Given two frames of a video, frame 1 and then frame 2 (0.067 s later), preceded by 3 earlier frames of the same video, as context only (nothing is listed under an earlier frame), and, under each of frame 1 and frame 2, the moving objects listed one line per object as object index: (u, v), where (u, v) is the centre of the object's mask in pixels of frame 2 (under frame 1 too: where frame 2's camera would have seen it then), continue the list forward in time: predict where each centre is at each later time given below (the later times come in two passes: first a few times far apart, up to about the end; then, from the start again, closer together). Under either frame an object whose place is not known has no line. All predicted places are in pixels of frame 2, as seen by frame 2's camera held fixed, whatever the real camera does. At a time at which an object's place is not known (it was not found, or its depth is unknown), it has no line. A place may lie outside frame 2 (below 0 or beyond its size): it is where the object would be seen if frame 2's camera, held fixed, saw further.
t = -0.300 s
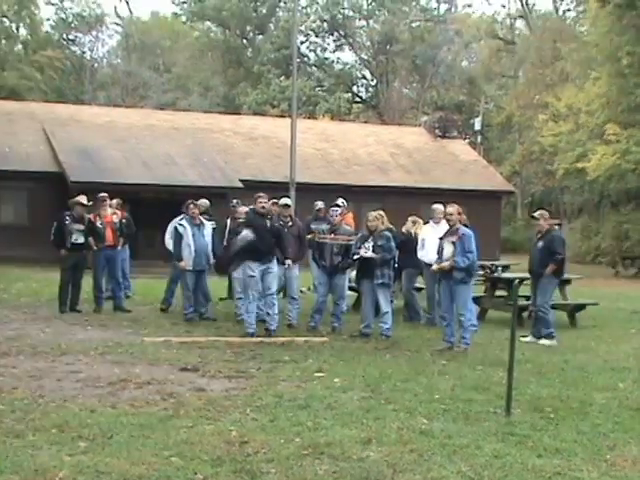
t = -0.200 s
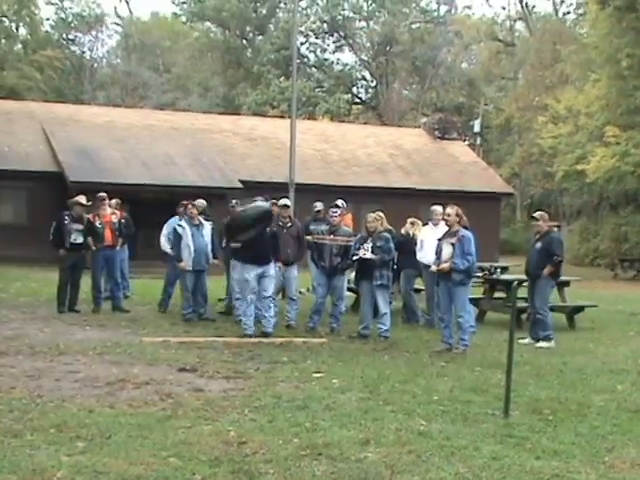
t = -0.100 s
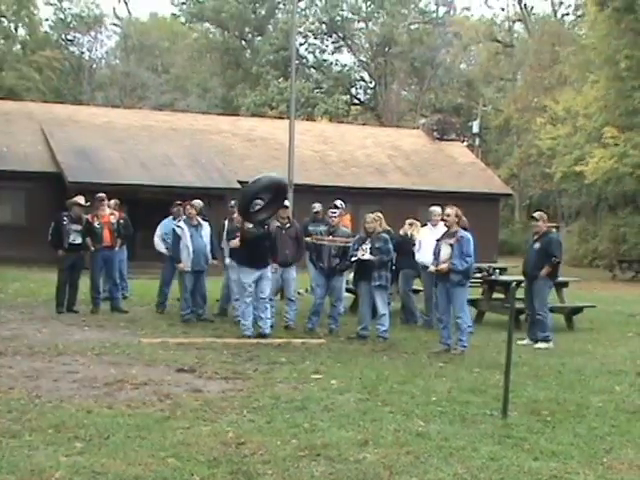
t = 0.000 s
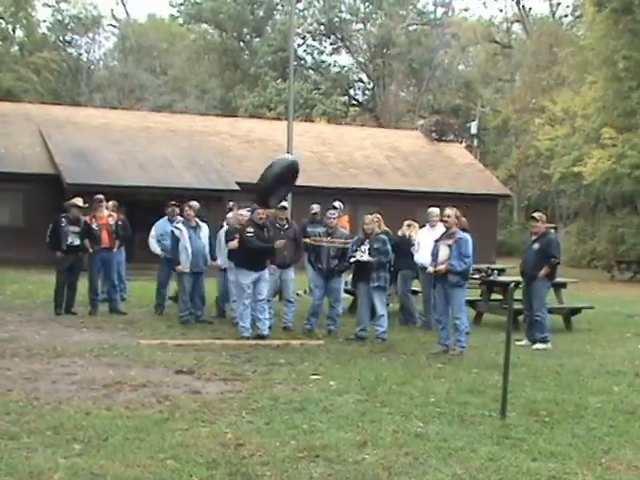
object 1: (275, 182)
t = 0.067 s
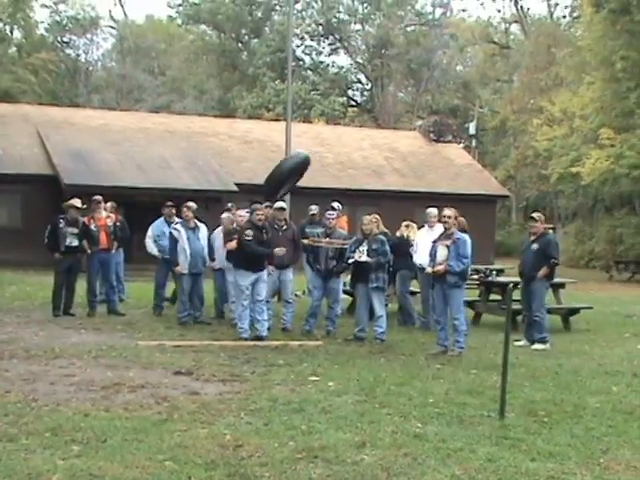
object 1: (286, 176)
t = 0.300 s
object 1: (335, 189)
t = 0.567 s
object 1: (394, 287)
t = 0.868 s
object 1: (480, 384)
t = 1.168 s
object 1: (536, 399)
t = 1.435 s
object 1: (567, 414)
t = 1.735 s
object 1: (583, 422)
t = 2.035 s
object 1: (601, 425)
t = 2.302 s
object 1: (614, 424)
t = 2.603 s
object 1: (622, 434)
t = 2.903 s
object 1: (628, 430)
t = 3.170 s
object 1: (628, 434)
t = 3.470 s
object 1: (626, 437)
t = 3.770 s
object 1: (624, 438)
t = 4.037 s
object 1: (622, 438)
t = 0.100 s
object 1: (291, 173)
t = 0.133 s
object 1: (297, 172)
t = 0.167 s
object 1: (303, 172)
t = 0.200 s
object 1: (309, 172)
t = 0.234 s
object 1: (321, 178)
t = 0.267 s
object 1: (328, 182)
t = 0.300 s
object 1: (335, 189)
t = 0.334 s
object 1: (342, 195)
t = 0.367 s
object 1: (349, 203)
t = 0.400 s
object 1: (355, 213)
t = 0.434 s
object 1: (363, 226)
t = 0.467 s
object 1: (369, 237)
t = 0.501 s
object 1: (376, 251)
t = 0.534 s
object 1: (385, 269)
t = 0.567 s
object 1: (394, 287)
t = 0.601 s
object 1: (404, 308)
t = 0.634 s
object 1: (411, 330)
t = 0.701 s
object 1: (428, 381)
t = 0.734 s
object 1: (439, 390)
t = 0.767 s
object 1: (452, 391)
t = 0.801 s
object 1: (464, 394)
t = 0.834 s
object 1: (473, 390)
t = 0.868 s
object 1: (480, 384)
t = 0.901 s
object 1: (486, 380)
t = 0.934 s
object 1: (492, 377)
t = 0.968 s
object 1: (498, 375)
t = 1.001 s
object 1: (504, 375)
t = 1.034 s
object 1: (510, 376)
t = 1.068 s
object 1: (516, 379)
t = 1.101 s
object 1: (522, 385)
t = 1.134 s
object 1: (529, 390)
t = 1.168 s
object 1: (536, 399)
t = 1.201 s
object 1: (543, 409)
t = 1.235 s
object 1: (549, 419)
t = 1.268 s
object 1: (553, 421)
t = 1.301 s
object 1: (557, 417)
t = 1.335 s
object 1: (560, 414)
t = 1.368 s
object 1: (562, 413)
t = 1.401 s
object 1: (565, 413)
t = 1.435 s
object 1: (567, 414)
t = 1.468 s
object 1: (569, 415)
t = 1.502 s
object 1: (571, 417)
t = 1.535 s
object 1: (574, 420)
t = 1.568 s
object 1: (576, 422)
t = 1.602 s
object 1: (577, 423)
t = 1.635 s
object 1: (578, 424)
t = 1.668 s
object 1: (578, 424)
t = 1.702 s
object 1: (580, 424)
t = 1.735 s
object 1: (583, 422)
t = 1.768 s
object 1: (586, 420)
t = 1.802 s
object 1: (588, 419)
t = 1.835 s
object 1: (590, 418)
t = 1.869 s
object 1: (592, 418)
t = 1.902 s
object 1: (593, 418)
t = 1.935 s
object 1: (595, 418)
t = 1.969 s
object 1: (597, 420)
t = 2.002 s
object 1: (599, 422)
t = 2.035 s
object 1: (601, 425)
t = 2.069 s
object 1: (603, 427)
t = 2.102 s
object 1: (605, 429)
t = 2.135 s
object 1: (605, 432)
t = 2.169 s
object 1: (606, 432)
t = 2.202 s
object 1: (608, 431)
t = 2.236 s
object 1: (611, 427)
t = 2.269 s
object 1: (613, 425)
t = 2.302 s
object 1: (614, 424)
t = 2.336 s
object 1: (616, 423)
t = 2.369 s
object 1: (617, 423)
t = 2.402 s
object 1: (618, 424)
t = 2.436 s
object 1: (619, 426)
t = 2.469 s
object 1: (620, 427)
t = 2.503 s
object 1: (622, 429)
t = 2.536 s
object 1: (622, 431)
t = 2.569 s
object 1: (623, 433)
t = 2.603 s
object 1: (622, 434)
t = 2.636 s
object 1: (624, 433)
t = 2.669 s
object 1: (626, 430)
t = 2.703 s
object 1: (627, 429)
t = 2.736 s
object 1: (628, 428)
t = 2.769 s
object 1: (628, 428)
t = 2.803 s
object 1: (628, 428)
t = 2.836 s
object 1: (628, 429)
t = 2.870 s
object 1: (629, 429)
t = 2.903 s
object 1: (628, 430)
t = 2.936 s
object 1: (628, 432)
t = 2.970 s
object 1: (627, 433)
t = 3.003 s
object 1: (628, 434)
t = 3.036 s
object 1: (628, 435)
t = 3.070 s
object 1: (628, 435)
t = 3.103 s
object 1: (627, 435)
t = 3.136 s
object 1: (628, 435)
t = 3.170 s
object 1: (628, 434)
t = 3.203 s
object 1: (628, 434)
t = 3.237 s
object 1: (628, 435)
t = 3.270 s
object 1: (627, 435)
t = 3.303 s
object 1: (627, 436)
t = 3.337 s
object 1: (627, 437)
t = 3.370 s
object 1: (626, 437)
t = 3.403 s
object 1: (627, 438)
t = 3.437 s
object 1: (626, 437)
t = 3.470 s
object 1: (626, 437)
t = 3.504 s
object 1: (626, 437)
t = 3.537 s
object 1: (626, 438)
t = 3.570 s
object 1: (626, 438)
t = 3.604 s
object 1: (626, 438)
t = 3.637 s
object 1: (626, 438)
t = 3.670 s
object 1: (626, 438)
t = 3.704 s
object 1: (625, 438)
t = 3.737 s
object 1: (625, 438)
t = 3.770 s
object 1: (624, 438)
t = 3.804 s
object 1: (624, 438)
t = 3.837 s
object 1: (624, 438)
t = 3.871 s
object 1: (624, 438)
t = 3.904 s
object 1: (623, 438)
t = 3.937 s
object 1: (622, 438)
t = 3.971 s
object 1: (622, 438)
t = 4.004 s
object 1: (622, 438)
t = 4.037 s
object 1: (622, 438)
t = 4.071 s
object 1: (621, 438)
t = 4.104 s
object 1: (621, 438)
